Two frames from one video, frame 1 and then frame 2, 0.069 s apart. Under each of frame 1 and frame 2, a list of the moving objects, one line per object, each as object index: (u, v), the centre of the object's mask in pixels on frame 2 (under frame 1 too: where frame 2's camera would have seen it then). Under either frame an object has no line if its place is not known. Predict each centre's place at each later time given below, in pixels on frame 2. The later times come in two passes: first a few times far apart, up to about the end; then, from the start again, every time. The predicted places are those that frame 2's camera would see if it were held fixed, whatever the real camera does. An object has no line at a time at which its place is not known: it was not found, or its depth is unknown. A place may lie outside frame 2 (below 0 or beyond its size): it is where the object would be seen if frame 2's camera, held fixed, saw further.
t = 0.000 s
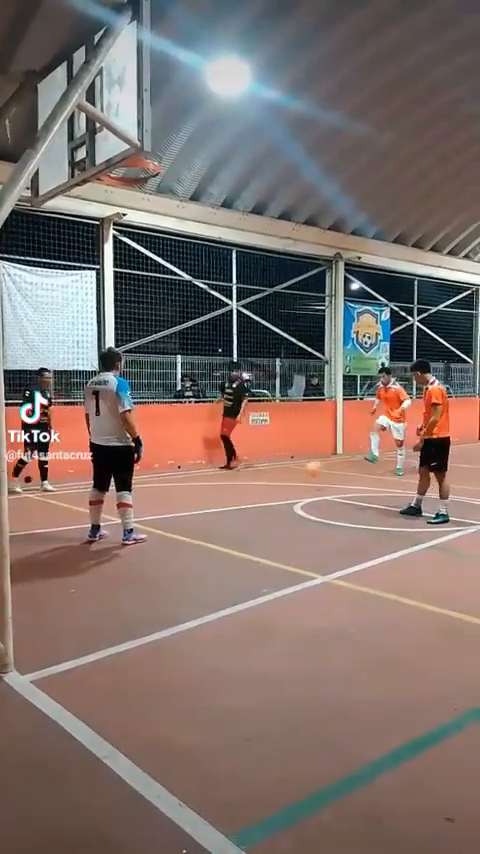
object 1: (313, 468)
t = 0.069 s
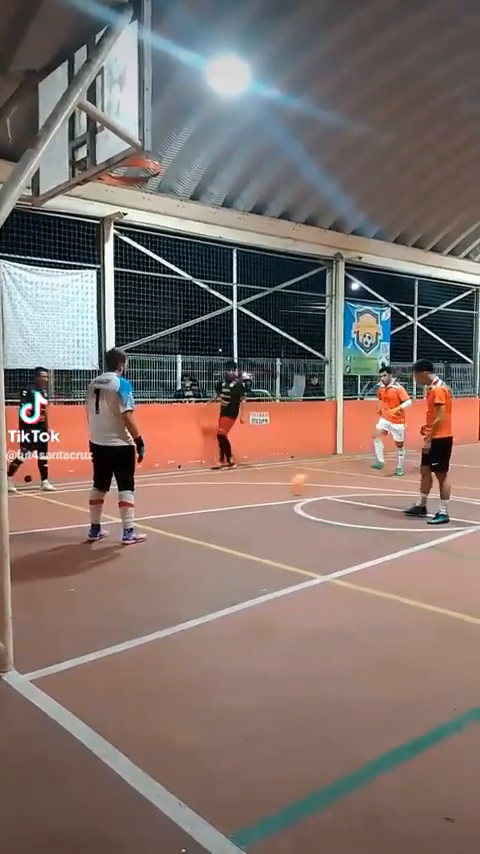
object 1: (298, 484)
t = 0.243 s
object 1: (262, 483)
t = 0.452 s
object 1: (212, 504)
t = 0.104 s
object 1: (289, 489)
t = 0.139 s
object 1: (283, 488)
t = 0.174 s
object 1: (277, 484)
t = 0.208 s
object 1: (269, 483)
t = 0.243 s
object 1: (262, 483)
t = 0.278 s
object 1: (254, 484)
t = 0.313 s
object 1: (246, 486)
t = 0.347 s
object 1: (237, 489)
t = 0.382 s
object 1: (229, 494)
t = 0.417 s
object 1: (220, 499)
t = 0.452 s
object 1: (212, 504)
